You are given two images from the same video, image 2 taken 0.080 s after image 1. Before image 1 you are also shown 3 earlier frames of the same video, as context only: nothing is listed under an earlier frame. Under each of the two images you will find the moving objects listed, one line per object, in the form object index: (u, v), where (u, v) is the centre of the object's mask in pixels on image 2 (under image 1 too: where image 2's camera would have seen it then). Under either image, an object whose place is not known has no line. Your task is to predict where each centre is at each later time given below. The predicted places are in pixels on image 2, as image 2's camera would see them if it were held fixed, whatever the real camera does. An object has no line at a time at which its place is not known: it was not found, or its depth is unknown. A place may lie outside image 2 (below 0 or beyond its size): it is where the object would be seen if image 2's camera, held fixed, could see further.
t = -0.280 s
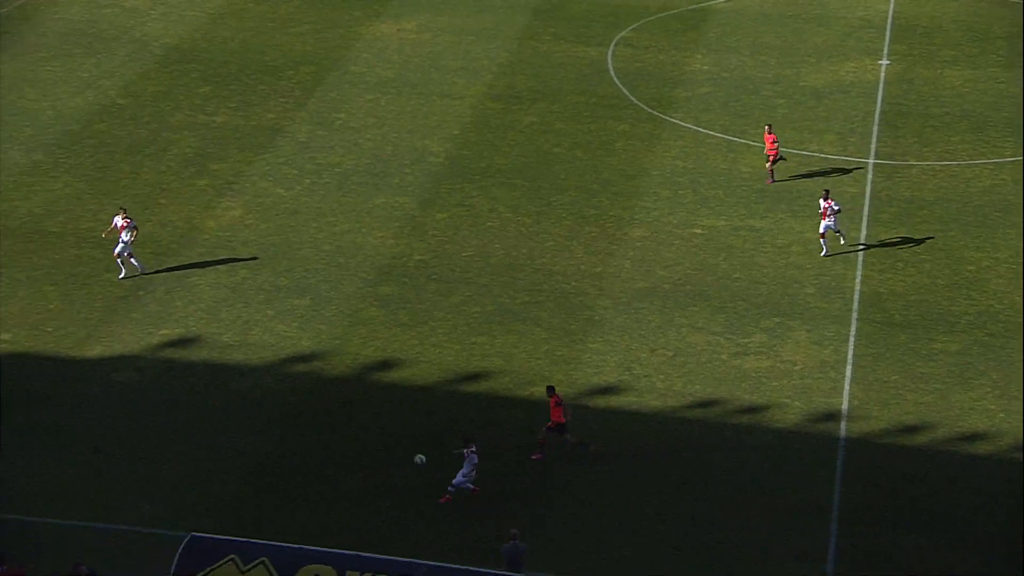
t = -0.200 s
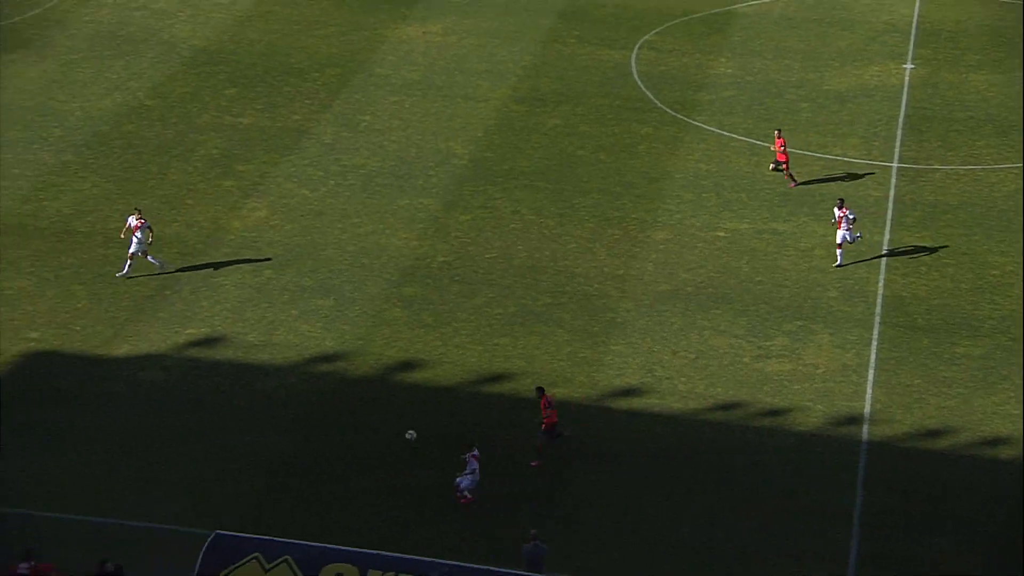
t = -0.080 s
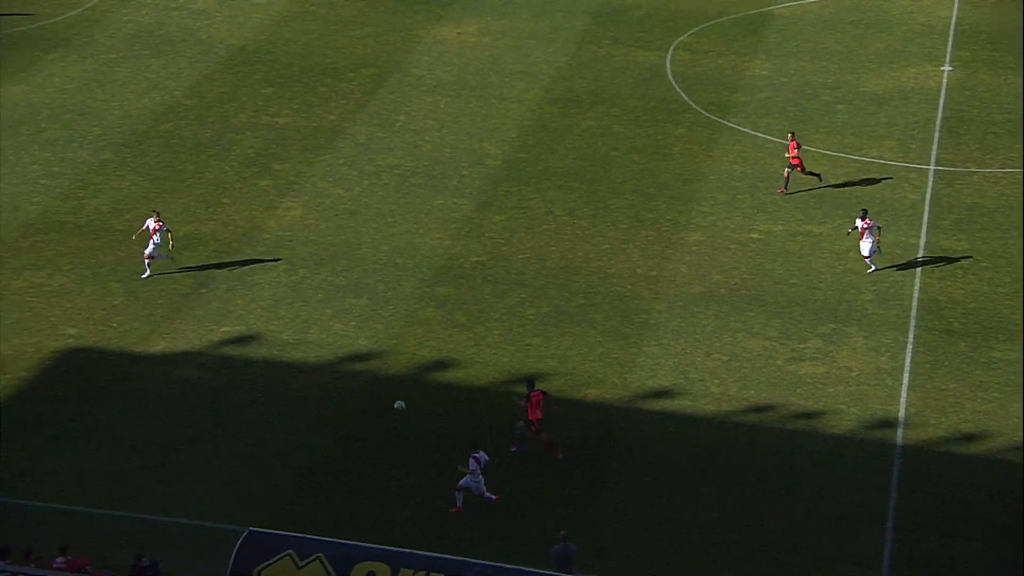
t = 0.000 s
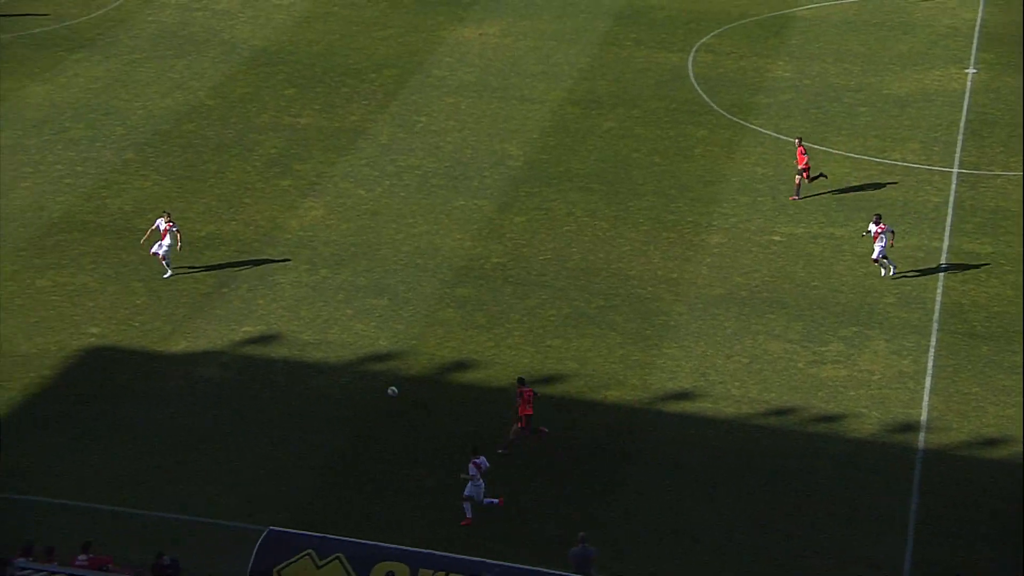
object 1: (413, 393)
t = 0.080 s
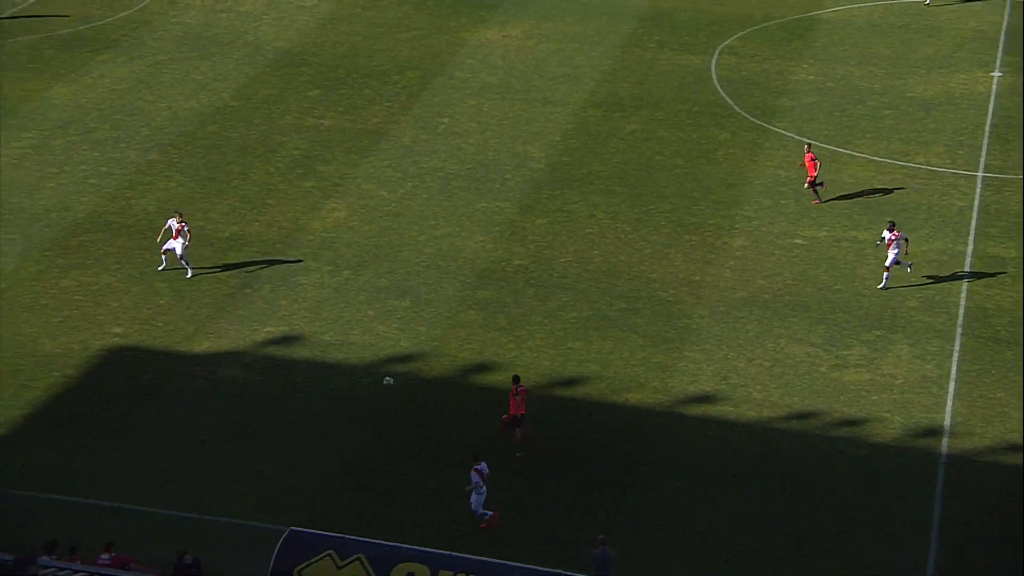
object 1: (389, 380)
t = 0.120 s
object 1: (377, 377)
